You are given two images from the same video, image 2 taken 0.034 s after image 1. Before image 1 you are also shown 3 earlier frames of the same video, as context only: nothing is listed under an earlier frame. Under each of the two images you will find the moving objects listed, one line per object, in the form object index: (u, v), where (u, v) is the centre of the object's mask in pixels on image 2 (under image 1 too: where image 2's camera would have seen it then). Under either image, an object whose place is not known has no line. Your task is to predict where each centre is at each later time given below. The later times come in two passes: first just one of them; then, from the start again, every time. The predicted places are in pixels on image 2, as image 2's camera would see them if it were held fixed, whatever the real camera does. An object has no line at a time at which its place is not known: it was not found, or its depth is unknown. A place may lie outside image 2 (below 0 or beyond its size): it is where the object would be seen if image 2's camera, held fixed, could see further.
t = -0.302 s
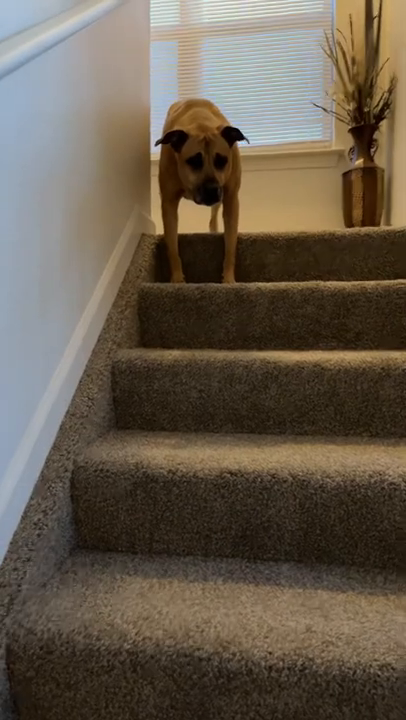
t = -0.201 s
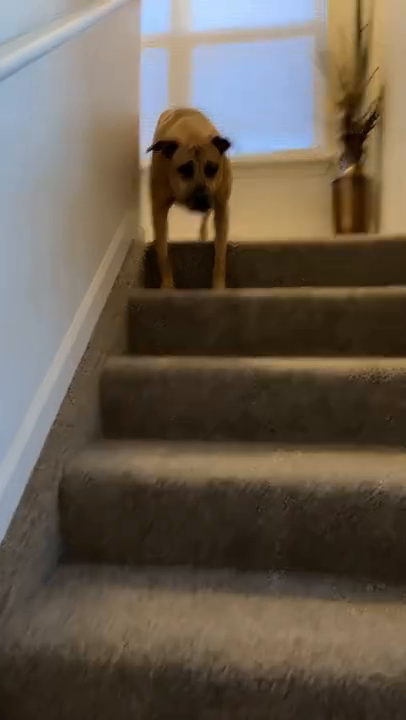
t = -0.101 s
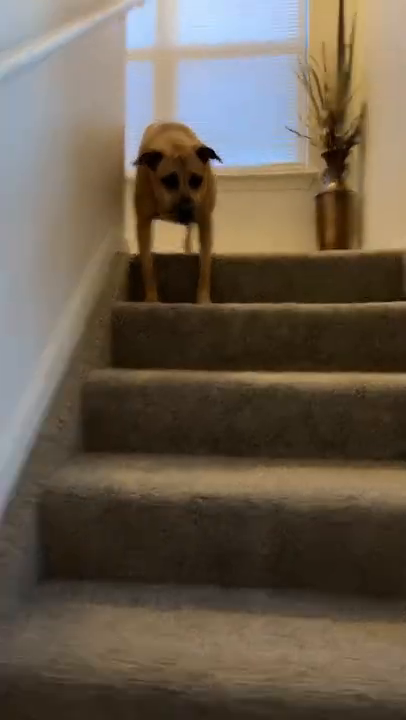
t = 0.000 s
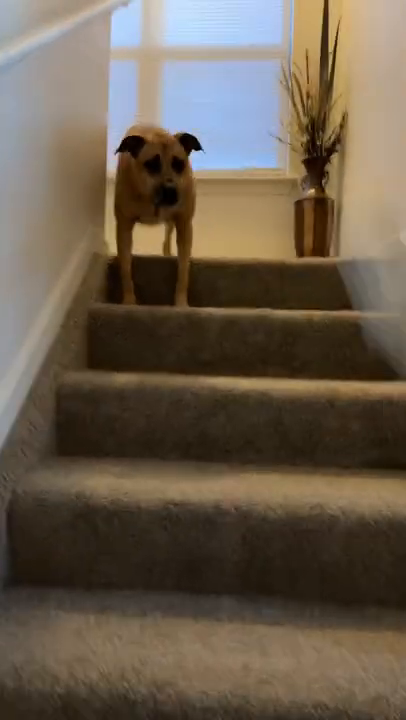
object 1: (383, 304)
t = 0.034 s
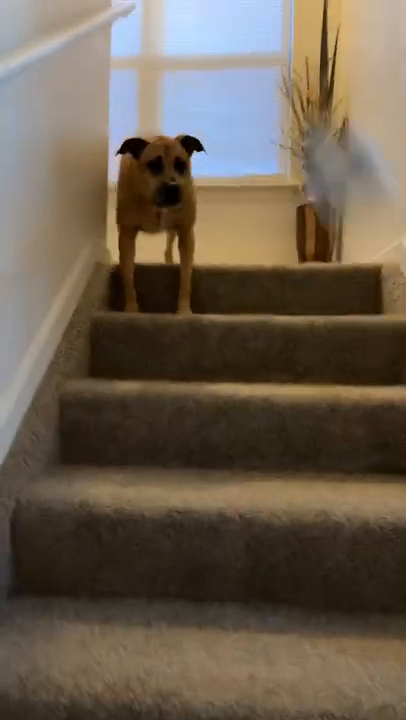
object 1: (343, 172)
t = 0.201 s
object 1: (229, 42)
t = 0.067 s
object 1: (306, 111)
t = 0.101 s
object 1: (277, 71)
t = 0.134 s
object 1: (257, 51)
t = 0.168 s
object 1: (243, 43)
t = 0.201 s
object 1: (229, 42)
